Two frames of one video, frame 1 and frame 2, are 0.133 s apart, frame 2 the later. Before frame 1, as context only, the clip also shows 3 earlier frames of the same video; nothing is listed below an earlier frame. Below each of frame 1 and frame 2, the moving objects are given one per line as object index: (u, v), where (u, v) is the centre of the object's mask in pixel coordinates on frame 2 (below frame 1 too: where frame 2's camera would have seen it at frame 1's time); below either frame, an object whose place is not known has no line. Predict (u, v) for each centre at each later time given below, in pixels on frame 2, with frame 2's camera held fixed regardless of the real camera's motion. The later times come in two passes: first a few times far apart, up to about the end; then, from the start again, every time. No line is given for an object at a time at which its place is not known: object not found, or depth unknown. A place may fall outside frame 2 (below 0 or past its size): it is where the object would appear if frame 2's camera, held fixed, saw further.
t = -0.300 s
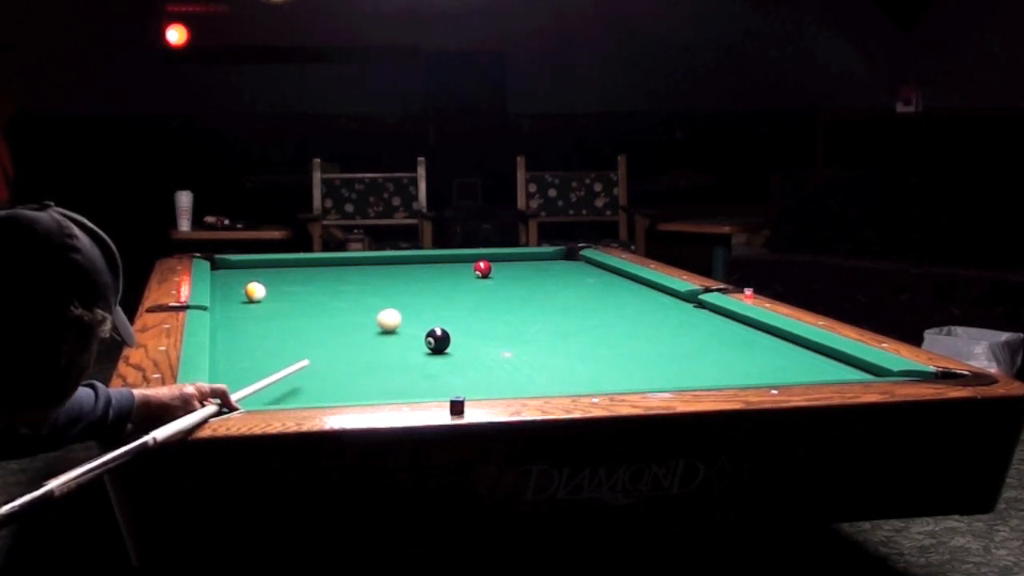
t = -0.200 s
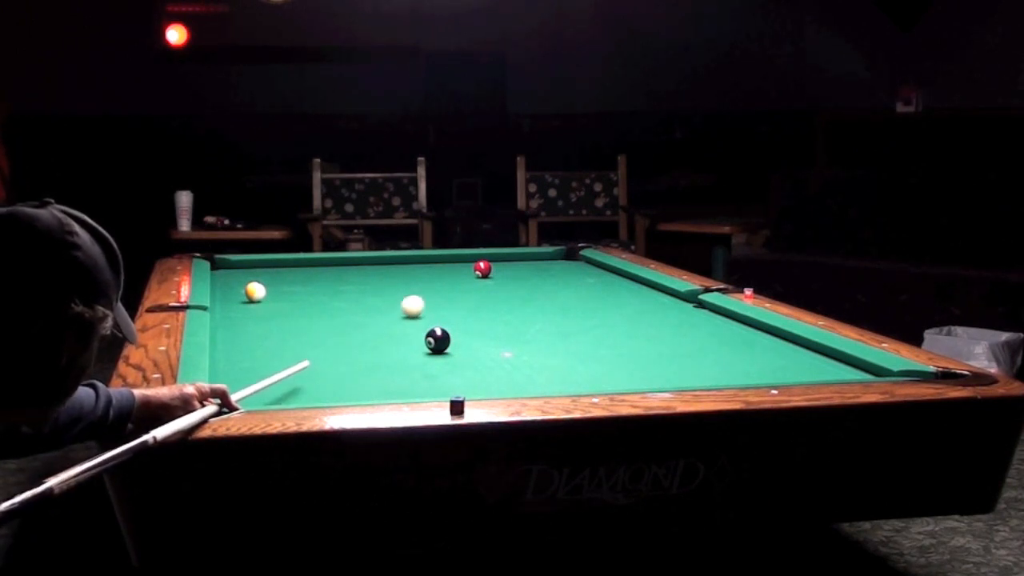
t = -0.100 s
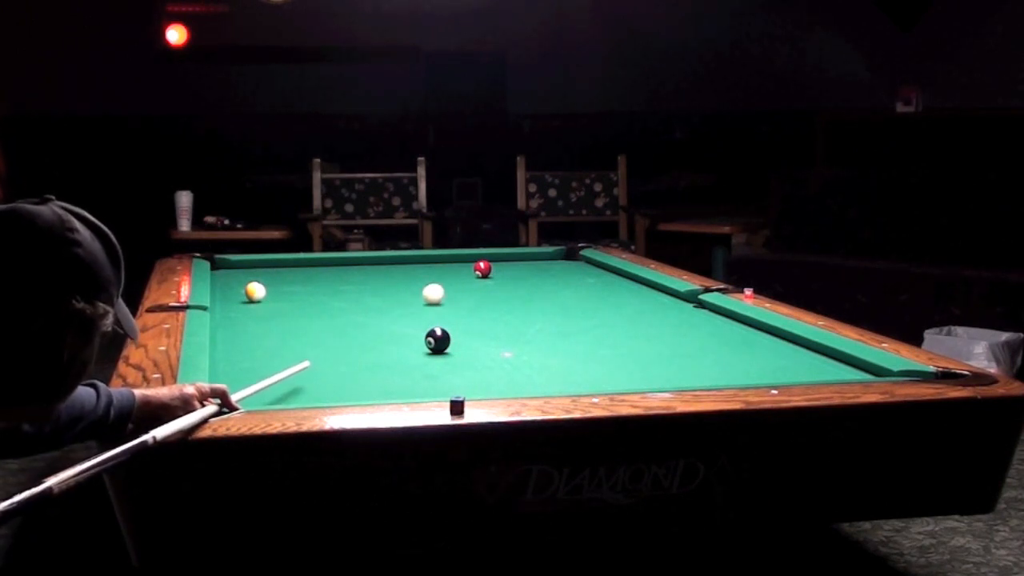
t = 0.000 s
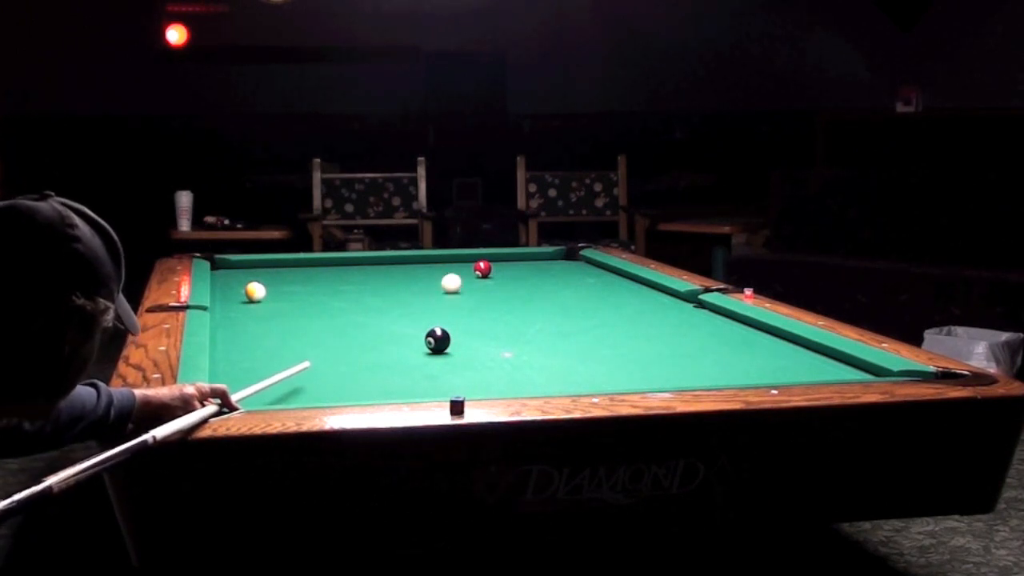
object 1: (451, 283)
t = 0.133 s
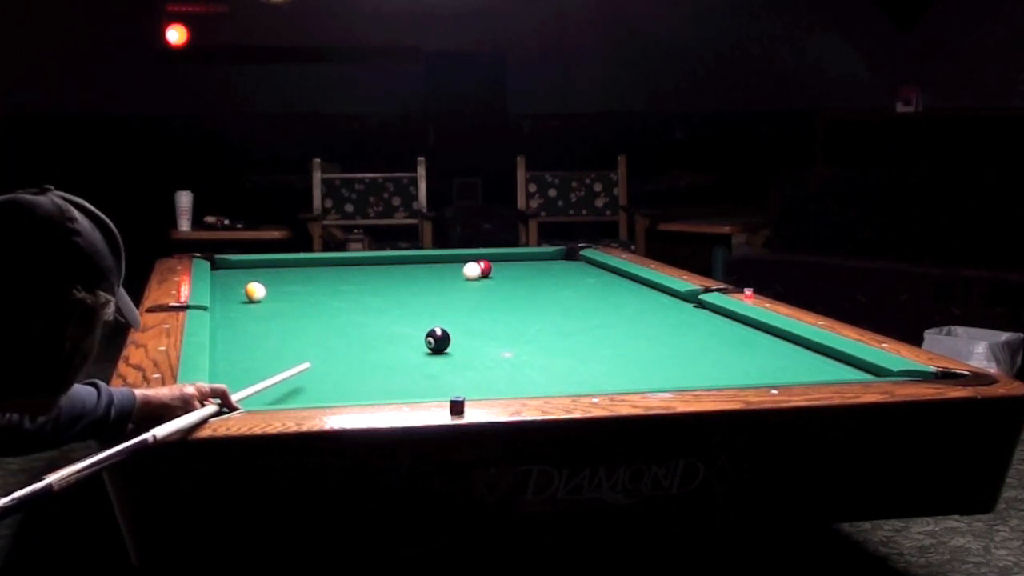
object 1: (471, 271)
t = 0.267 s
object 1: (445, 268)
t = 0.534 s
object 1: (409, 260)
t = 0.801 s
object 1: (393, 260)
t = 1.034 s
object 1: (385, 265)
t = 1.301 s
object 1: (377, 270)
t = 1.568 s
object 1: (368, 275)
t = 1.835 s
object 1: (359, 279)
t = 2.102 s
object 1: (349, 285)
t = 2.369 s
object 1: (340, 290)
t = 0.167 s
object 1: (465, 270)
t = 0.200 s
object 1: (458, 269)
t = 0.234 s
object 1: (451, 268)
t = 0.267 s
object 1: (445, 268)
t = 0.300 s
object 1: (439, 267)
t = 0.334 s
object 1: (434, 266)
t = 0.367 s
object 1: (430, 265)
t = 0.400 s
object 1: (425, 264)
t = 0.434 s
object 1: (421, 263)
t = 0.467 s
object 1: (417, 262)
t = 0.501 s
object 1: (413, 261)
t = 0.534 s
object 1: (409, 260)
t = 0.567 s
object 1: (405, 259)
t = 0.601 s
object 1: (401, 258)
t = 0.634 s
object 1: (398, 257)
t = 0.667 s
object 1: (397, 258)
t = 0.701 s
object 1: (396, 259)
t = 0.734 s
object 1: (395, 259)
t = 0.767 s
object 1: (394, 260)
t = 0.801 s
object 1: (393, 260)
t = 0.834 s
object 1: (392, 261)
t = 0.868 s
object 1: (390, 262)
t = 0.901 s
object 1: (389, 262)
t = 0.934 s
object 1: (388, 263)
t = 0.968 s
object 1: (387, 264)
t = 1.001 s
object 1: (386, 264)
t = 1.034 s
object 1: (385, 265)
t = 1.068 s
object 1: (384, 266)
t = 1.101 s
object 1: (383, 266)
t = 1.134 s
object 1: (382, 267)
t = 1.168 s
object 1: (381, 267)
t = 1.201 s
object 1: (380, 268)
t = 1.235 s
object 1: (379, 268)
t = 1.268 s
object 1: (378, 269)
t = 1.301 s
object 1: (377, 270)
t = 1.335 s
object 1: (375, 270)
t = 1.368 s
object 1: (374, 271)
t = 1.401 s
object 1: (373, 271)
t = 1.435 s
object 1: (372, 272)
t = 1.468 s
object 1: (371, 273)
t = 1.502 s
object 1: (370, 273)
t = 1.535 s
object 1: (369, 274)
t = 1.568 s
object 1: (368, 275)
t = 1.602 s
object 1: (367, 275)
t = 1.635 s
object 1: (365, 276)
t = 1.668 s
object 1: (364, 276)
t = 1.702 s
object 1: (363, 277)
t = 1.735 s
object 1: (362, 278)
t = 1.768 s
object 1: (361, 278)
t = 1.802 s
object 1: (360, 279)
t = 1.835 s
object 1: (359, 279)
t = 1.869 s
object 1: (358, 280)
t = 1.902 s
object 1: (356, 281)
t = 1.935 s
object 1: (355, 281)
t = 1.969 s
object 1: (354, 282)
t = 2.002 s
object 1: (353, 283)
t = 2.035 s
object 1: (352, 284)
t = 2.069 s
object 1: (351, 284)
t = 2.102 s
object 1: (349, 285)
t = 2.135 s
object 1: (348, 285)
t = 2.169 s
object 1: (347, 286)
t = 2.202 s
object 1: (346, 287)
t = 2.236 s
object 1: (345, 287)
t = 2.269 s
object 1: (343, 288)
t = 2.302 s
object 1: (342, 289)
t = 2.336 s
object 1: (341, 289)
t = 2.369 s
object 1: (340, 290)
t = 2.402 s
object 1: (339, 291)
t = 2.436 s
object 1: (337, 291)
